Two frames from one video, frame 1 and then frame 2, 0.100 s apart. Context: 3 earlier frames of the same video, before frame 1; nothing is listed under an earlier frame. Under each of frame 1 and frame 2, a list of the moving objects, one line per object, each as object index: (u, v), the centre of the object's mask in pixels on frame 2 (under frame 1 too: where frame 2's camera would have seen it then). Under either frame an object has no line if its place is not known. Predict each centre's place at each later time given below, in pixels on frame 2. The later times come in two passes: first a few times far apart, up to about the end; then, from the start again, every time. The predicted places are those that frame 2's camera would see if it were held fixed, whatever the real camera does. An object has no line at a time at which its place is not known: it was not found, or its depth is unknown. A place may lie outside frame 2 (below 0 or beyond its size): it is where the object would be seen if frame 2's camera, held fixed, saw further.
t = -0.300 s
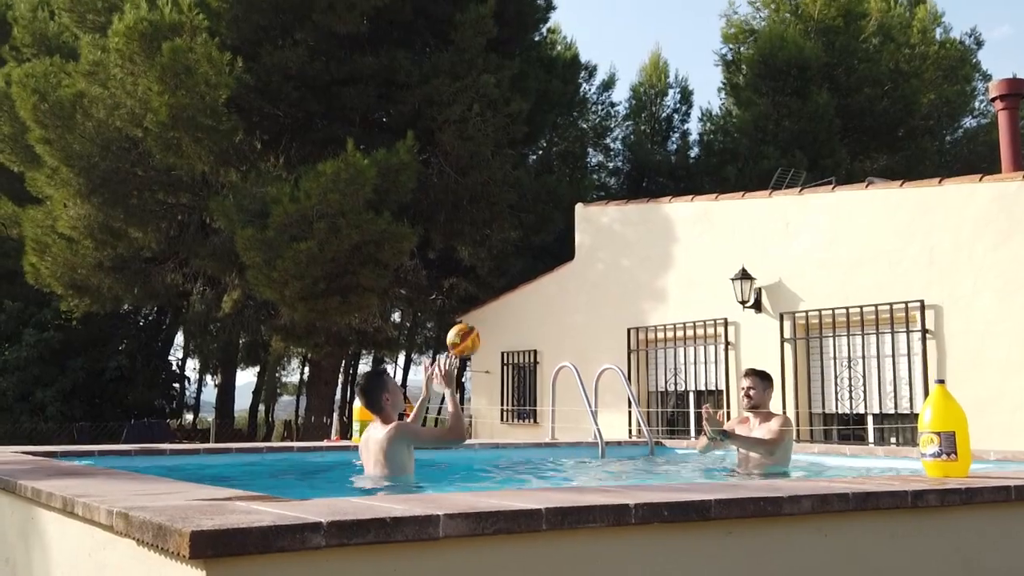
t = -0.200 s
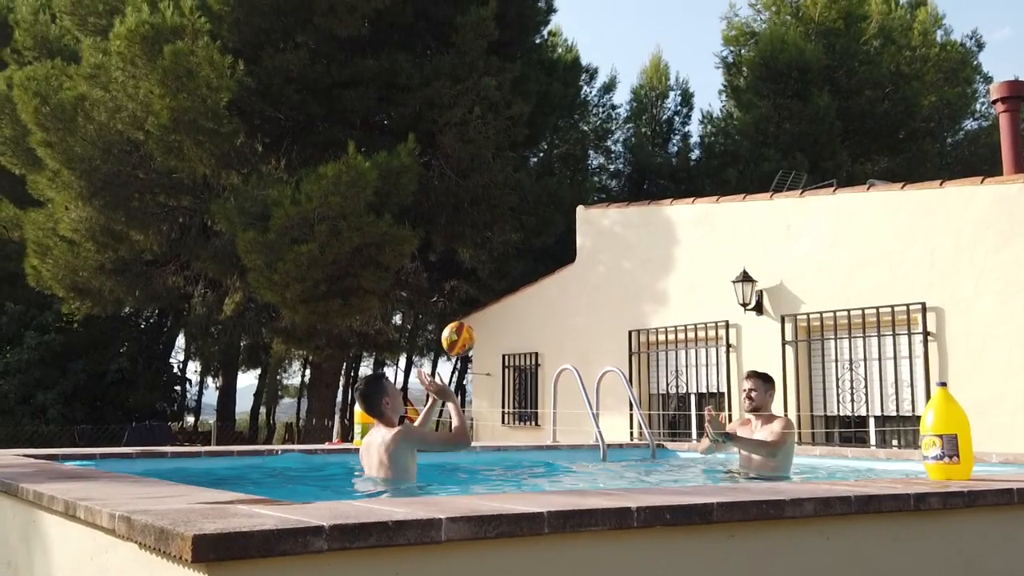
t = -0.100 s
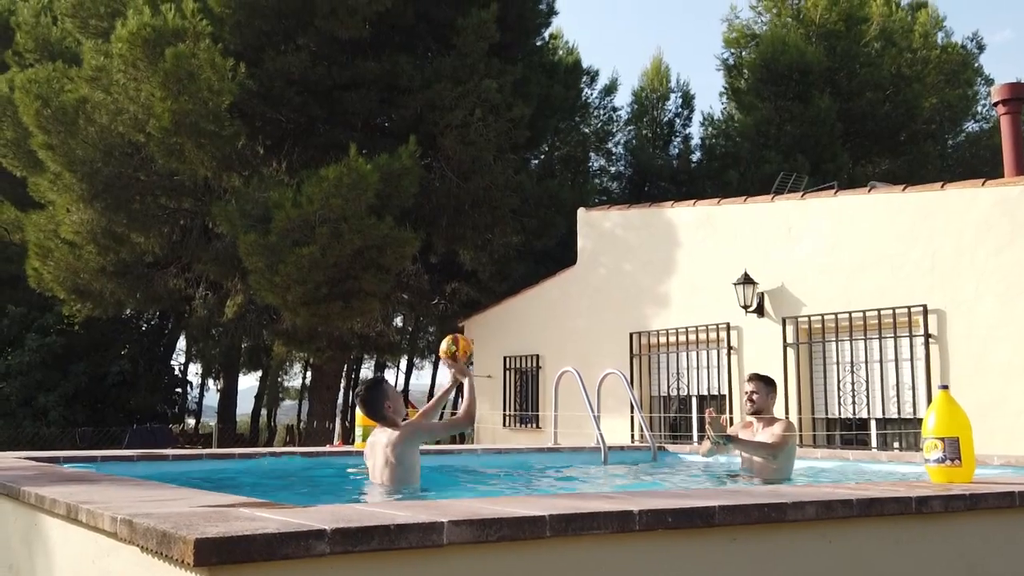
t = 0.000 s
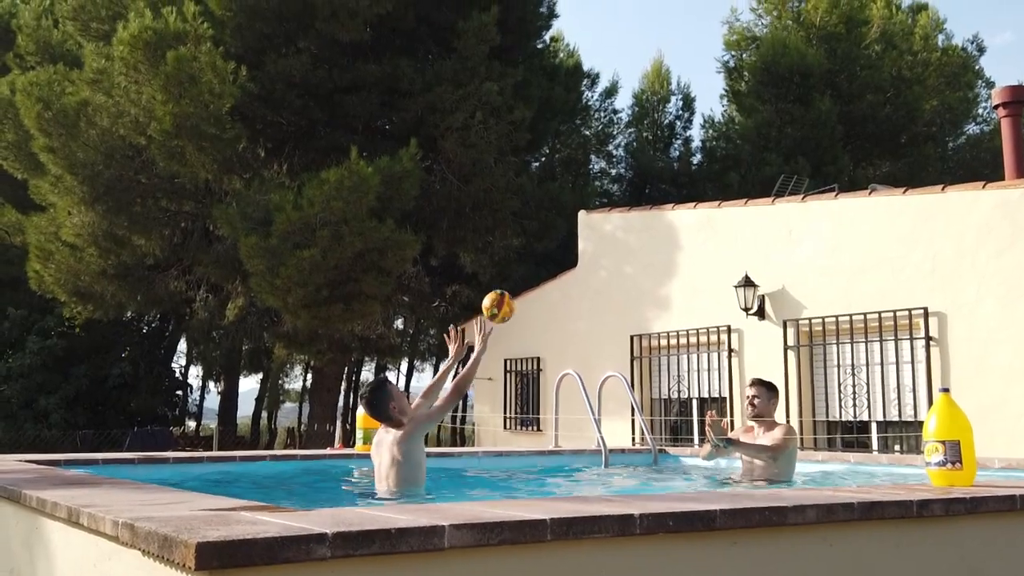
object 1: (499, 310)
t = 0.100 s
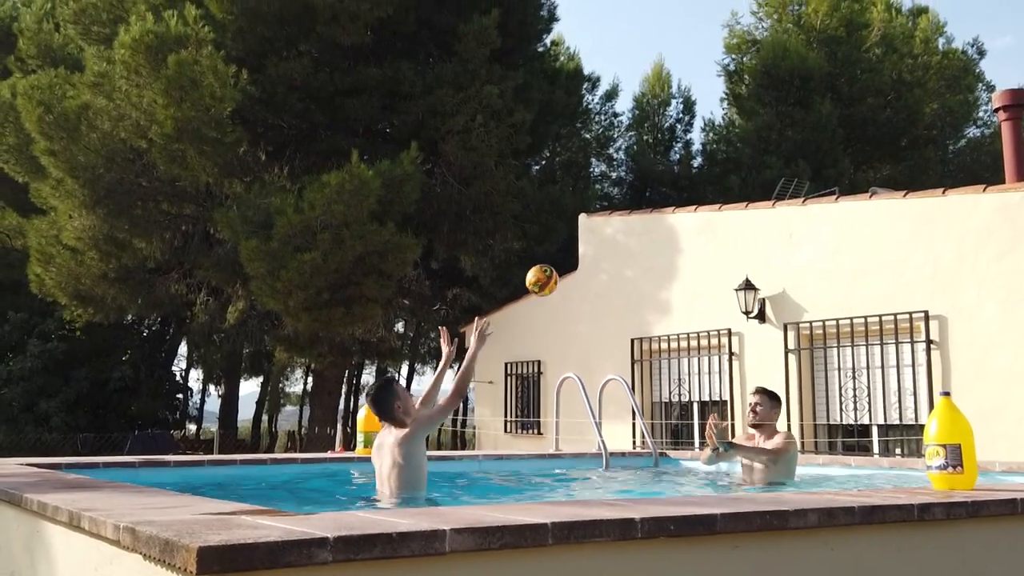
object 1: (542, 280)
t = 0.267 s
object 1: (608, 272)
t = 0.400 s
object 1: (658, 303)
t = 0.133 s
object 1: (555, 274)
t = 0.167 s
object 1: (569, 271)
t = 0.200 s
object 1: (582, 270)
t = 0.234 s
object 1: (595, 270)
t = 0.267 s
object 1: (608, 272)
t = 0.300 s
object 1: (621, 277)
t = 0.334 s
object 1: (633, 284)
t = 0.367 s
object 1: (646, 293)
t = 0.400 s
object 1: (658, 303)
